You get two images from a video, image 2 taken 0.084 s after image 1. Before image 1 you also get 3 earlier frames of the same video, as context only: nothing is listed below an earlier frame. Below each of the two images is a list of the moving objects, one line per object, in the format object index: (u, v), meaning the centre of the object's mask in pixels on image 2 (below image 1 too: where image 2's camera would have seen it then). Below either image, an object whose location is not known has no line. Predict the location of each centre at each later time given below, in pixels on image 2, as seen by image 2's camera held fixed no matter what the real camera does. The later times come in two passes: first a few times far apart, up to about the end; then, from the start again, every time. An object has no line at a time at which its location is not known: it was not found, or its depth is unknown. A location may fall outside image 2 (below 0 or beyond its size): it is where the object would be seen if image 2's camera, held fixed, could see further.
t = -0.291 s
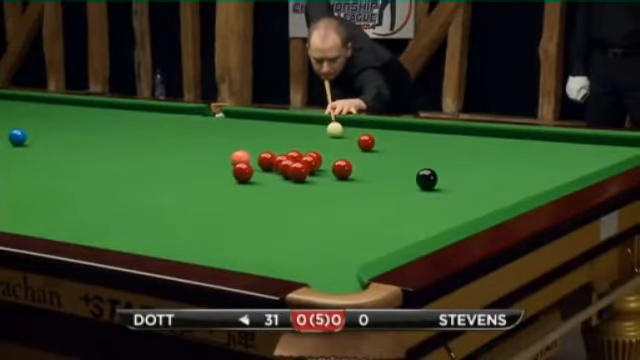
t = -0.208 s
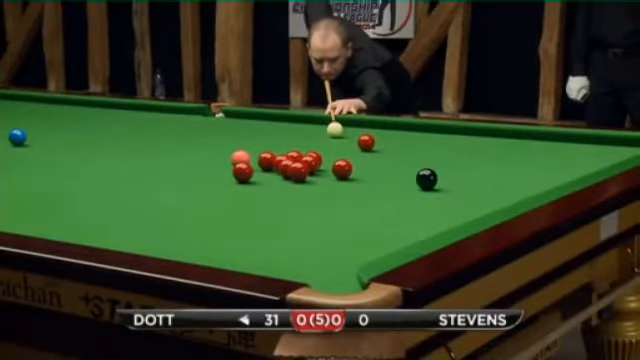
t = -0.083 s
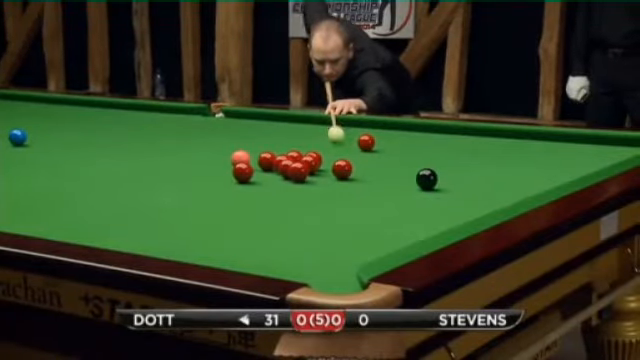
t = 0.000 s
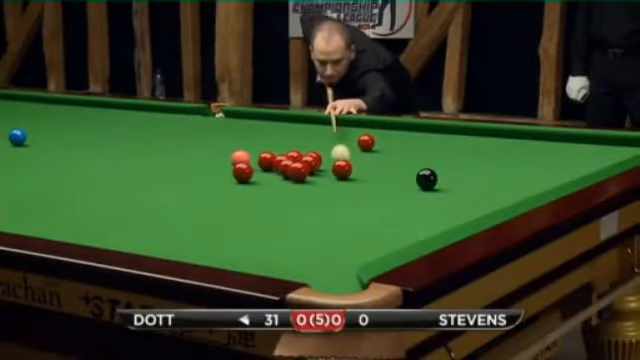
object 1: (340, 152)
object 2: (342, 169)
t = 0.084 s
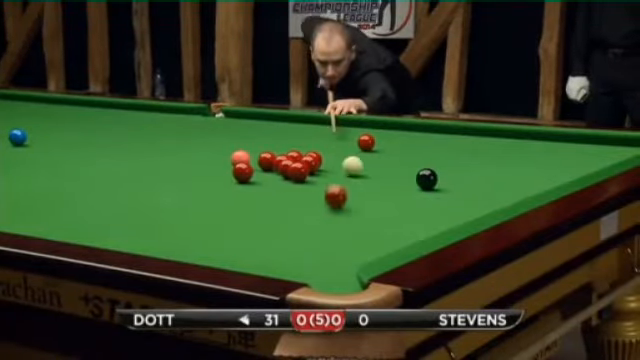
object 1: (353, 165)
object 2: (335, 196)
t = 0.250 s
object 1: (367, 164)
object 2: (325, 279)
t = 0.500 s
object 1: (384, 162)
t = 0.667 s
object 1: (395, 161)
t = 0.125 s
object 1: (357, 165)
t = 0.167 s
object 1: (360, 165)
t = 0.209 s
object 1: (364, 165)
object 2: (323, 257)
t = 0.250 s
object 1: (367, 164)
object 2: (325, 279)
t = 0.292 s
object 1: (369, 164)
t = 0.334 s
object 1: (372, 164)
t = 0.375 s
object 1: (376, 163)
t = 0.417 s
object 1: (378, 163)
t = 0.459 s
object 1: (381, 162)
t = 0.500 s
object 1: (384, 162)
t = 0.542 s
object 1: (387, 161)
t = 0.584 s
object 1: (390, 161)
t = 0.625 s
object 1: (392, 161)
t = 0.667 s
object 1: (395, 161)
